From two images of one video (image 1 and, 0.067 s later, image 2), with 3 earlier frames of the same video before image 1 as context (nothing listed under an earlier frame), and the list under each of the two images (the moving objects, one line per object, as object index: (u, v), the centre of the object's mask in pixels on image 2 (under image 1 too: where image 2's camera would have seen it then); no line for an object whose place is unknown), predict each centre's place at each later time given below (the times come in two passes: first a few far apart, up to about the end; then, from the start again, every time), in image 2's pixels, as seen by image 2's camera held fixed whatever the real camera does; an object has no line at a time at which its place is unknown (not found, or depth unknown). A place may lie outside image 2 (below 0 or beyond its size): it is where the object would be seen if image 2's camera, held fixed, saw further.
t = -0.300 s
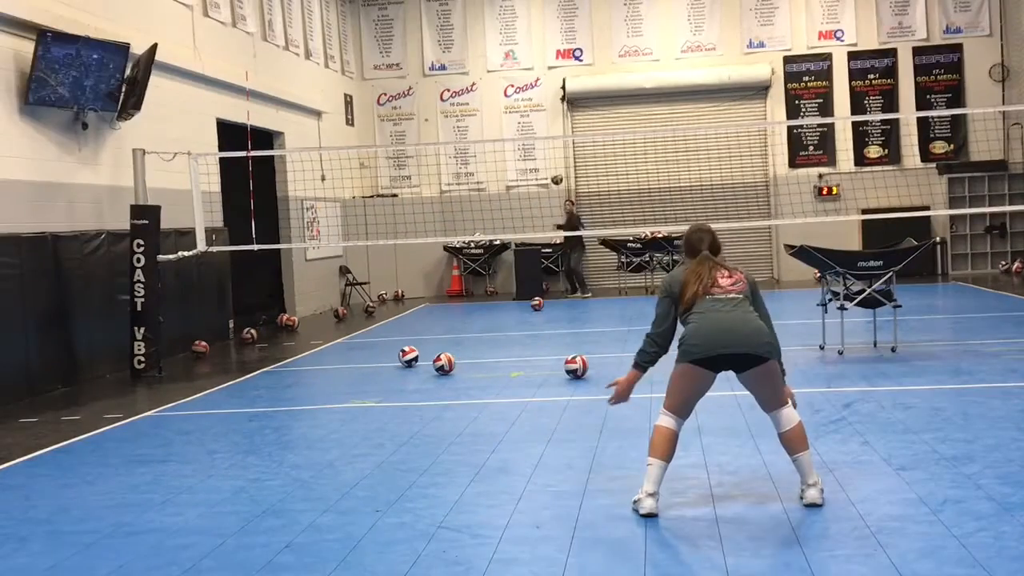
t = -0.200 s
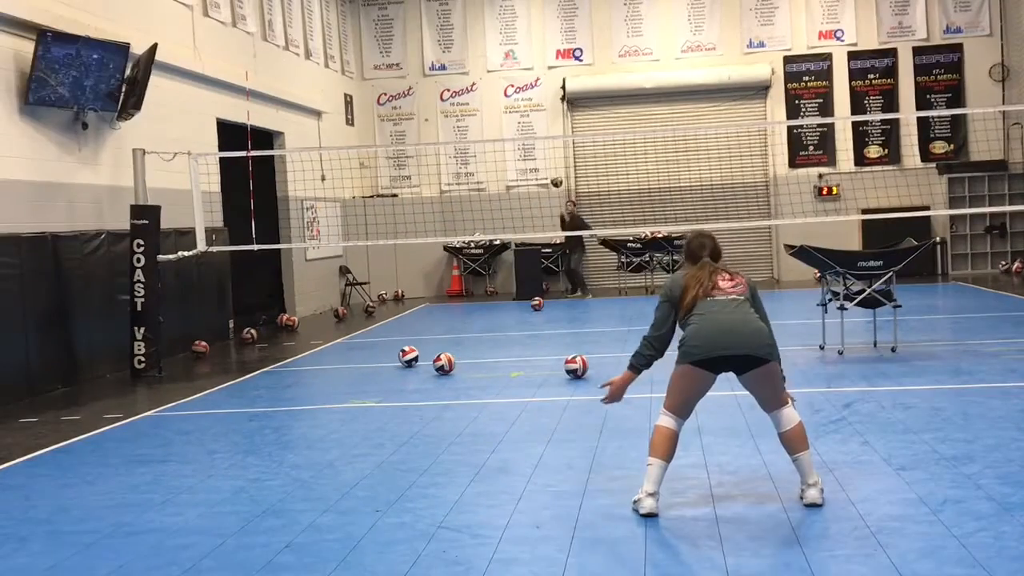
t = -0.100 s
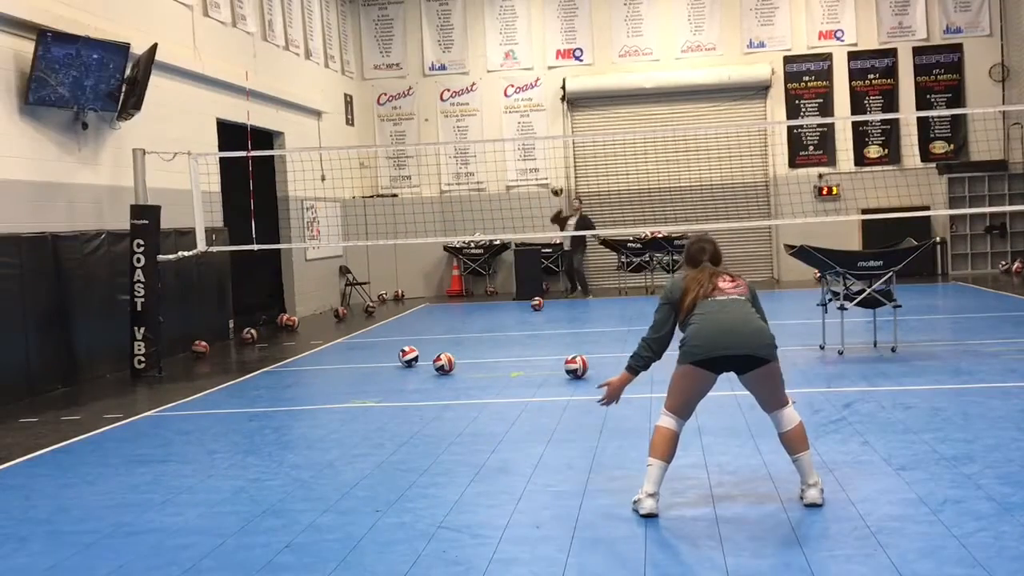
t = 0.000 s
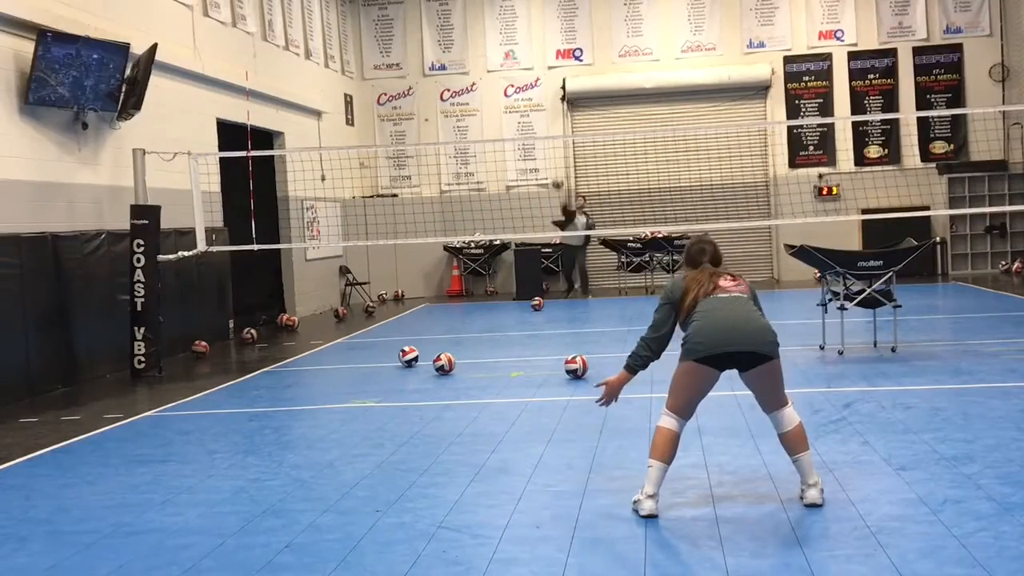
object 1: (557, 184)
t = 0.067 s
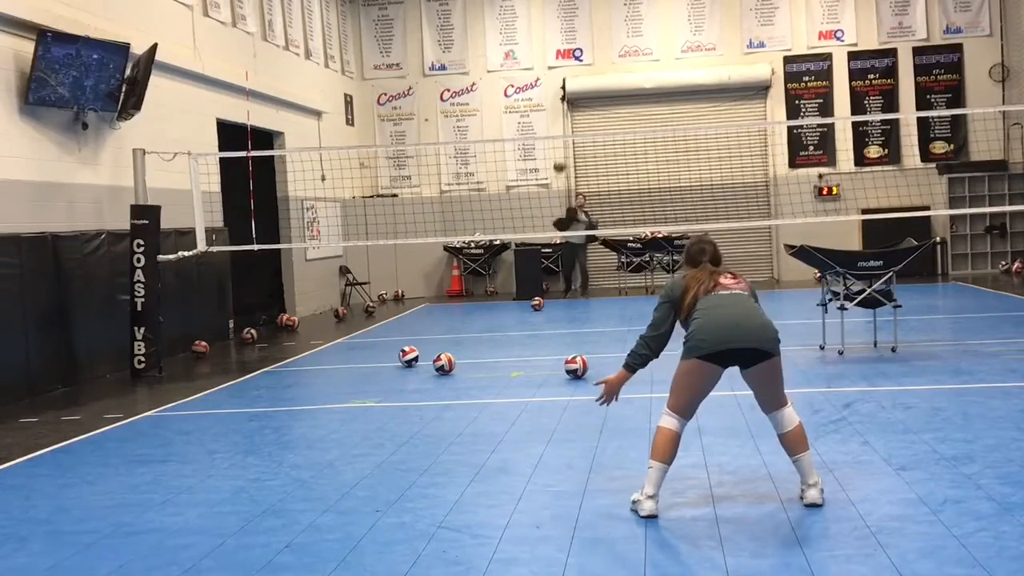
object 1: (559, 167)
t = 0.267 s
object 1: (571, 122)
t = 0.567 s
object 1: (606, 94)
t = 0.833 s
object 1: (662, 156)
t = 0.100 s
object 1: (560, 159)
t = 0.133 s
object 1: (562, 151)
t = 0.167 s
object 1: (563, 144)
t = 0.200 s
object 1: (565, 132)
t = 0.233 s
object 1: (568, 129)
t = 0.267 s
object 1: (571, 122)
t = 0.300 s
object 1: (574, 115)
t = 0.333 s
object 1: (577, 110)
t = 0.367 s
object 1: (581, 104)
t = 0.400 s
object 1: (583, 101)
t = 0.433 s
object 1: (587, 98)
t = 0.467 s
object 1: (592, 96)
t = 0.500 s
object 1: (595, 94)
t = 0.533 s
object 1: (601, 93)
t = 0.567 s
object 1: (606, 94)
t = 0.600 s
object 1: (611, 96)
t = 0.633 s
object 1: (617, 100)
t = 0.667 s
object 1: (623, 104)
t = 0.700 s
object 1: (629, 111)
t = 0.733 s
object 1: (636, 120)
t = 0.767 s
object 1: (645, 129)
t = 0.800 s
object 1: (653, 141)
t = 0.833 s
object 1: (662, 156)
